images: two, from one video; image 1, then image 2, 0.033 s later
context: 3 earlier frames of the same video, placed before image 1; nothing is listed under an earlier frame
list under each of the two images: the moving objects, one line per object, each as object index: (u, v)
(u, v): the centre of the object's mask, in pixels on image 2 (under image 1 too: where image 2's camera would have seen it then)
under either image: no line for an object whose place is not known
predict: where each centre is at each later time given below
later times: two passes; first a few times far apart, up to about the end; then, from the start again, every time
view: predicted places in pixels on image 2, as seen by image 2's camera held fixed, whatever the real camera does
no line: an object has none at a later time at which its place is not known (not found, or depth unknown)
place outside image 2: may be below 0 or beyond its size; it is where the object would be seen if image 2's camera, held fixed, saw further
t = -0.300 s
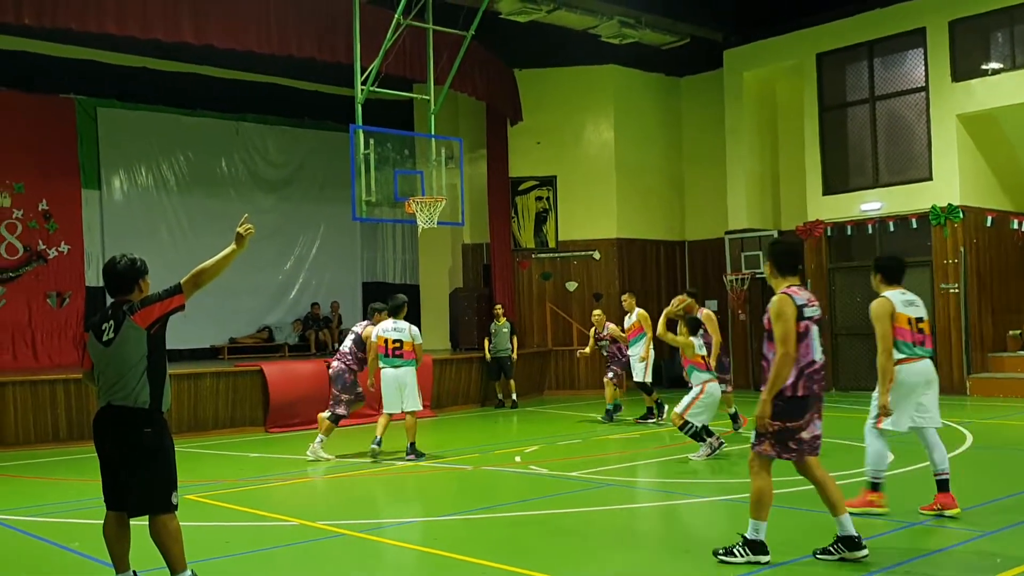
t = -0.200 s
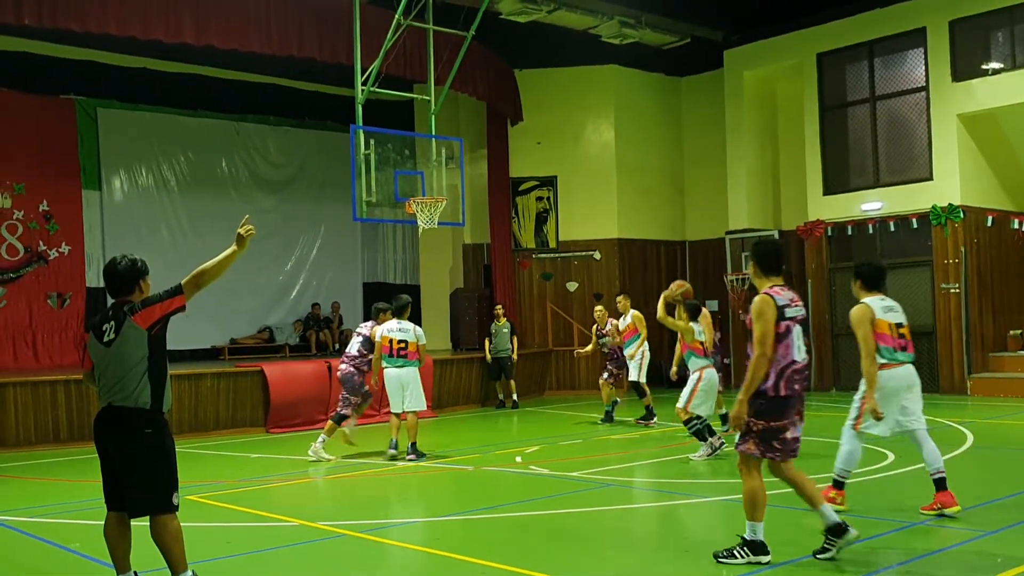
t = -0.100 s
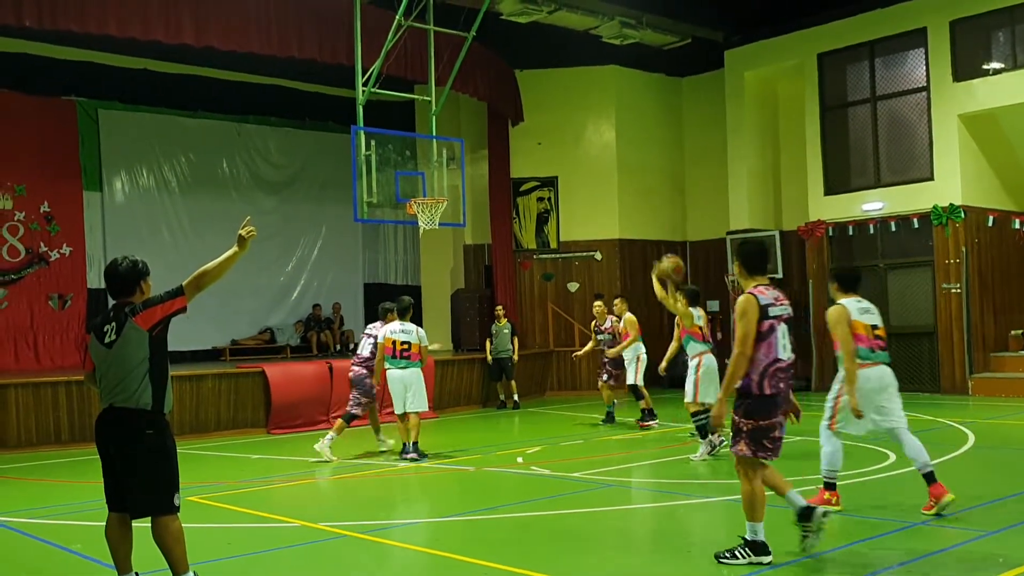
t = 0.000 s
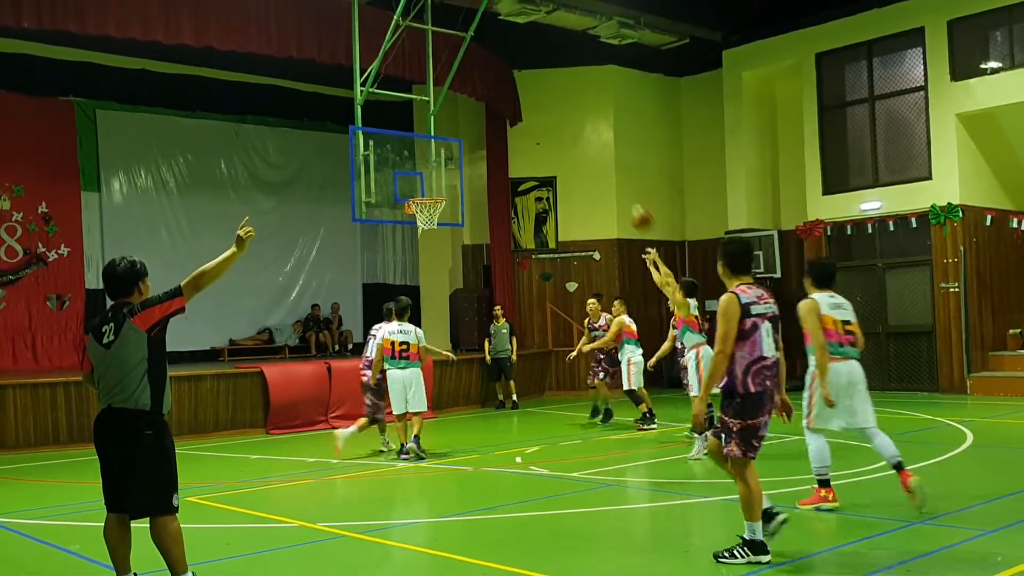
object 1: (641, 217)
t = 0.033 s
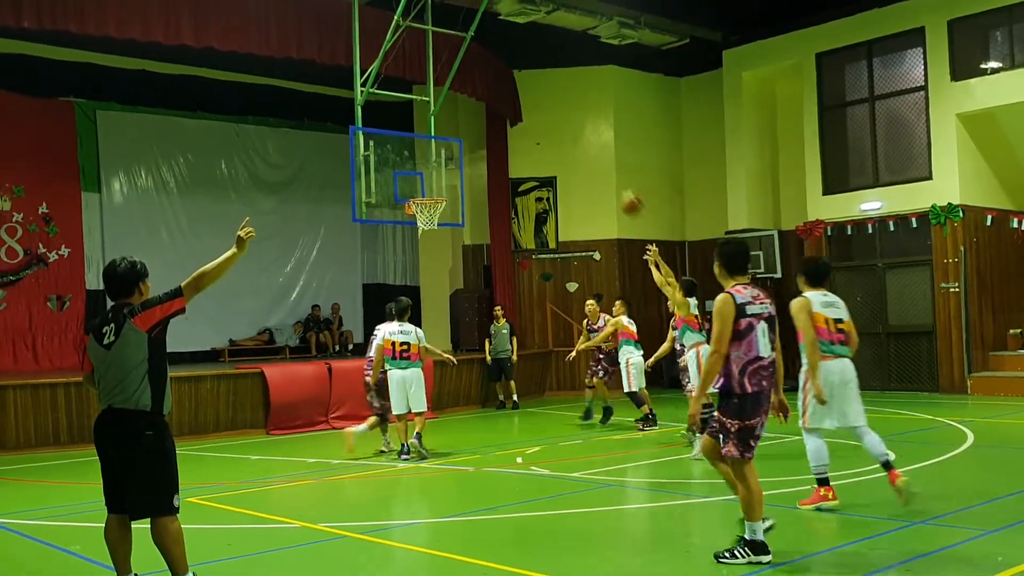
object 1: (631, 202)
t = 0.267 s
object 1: (563, 133)
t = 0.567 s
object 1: (495, 120)
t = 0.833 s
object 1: (445, 165)
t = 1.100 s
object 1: (449, 191)
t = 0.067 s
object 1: (621, 189)
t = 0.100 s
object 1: (610, 177)
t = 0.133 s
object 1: (600, 166)
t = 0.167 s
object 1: (590, 155)
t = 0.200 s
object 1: (581, 146)
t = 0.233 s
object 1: (571, 139)
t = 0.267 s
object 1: (563, 133)
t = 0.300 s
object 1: (554, 128)
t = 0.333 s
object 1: (546, 123)
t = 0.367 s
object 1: (539, 120)
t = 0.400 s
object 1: (530, 118)
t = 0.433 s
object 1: (523, 116)
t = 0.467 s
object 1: (516, 116)
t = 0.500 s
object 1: (508, 117)
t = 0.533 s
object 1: (502, 118)
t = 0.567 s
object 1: (495, 120)
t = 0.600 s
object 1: (488, 123)
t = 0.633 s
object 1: (482, 126)
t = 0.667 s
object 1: (475, 130)
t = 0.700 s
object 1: (469, 136)
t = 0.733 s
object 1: (463, 142)
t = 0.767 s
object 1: (456, 149)
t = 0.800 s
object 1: (451, 157)
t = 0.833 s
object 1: (445, 165)
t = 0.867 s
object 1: (441, 174)
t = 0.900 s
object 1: (434, 186)
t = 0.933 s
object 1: (430, 191)
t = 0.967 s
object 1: (430, 192)
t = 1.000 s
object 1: (435, 191)
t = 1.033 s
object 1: (439, 190)
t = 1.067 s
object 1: (444, 190)
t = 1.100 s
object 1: (449, 191)
